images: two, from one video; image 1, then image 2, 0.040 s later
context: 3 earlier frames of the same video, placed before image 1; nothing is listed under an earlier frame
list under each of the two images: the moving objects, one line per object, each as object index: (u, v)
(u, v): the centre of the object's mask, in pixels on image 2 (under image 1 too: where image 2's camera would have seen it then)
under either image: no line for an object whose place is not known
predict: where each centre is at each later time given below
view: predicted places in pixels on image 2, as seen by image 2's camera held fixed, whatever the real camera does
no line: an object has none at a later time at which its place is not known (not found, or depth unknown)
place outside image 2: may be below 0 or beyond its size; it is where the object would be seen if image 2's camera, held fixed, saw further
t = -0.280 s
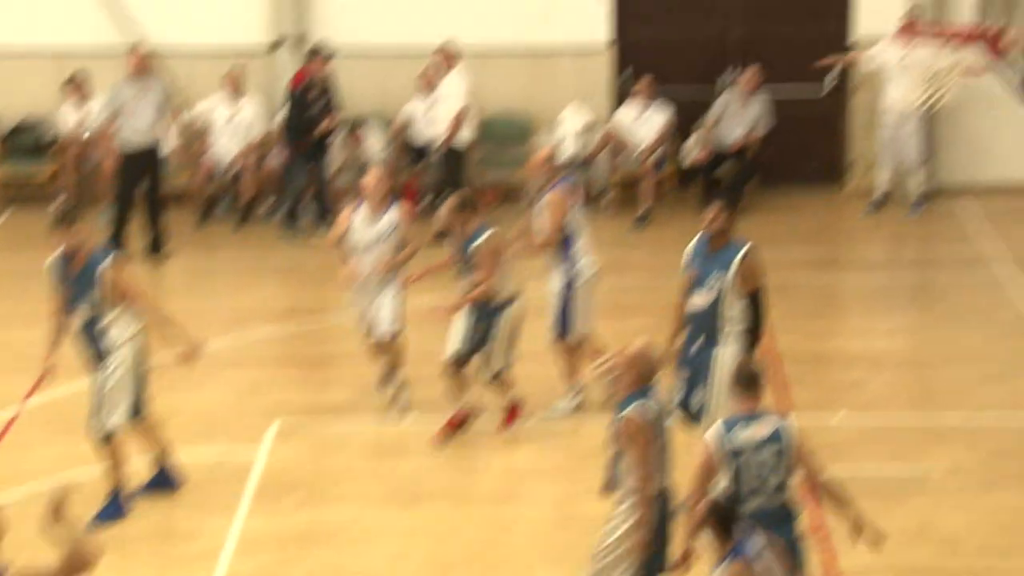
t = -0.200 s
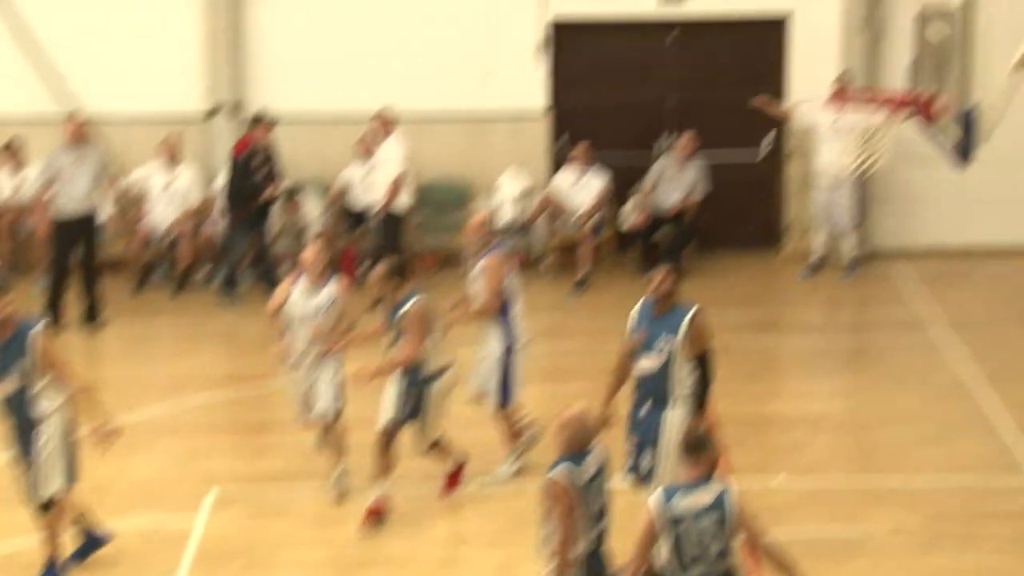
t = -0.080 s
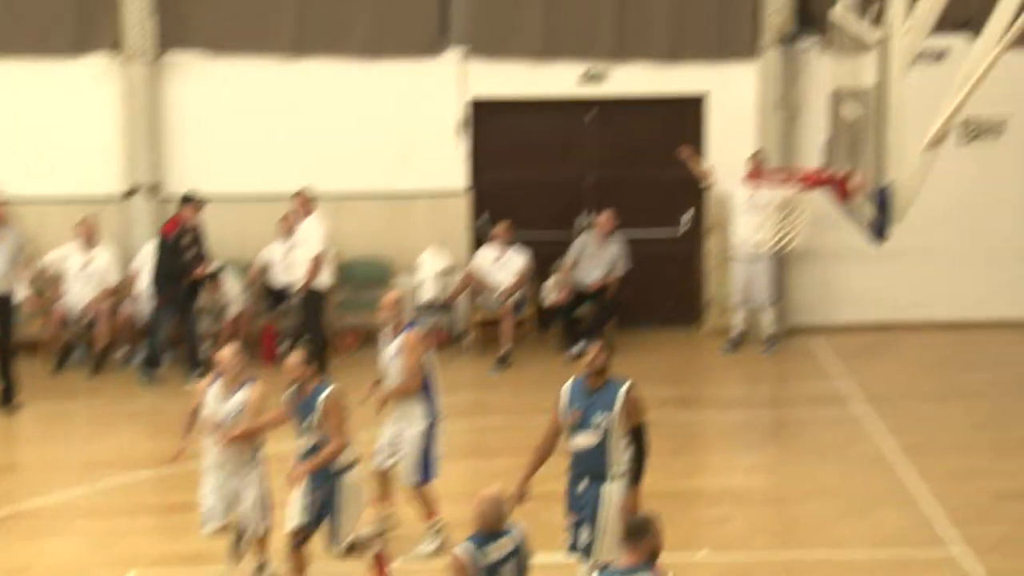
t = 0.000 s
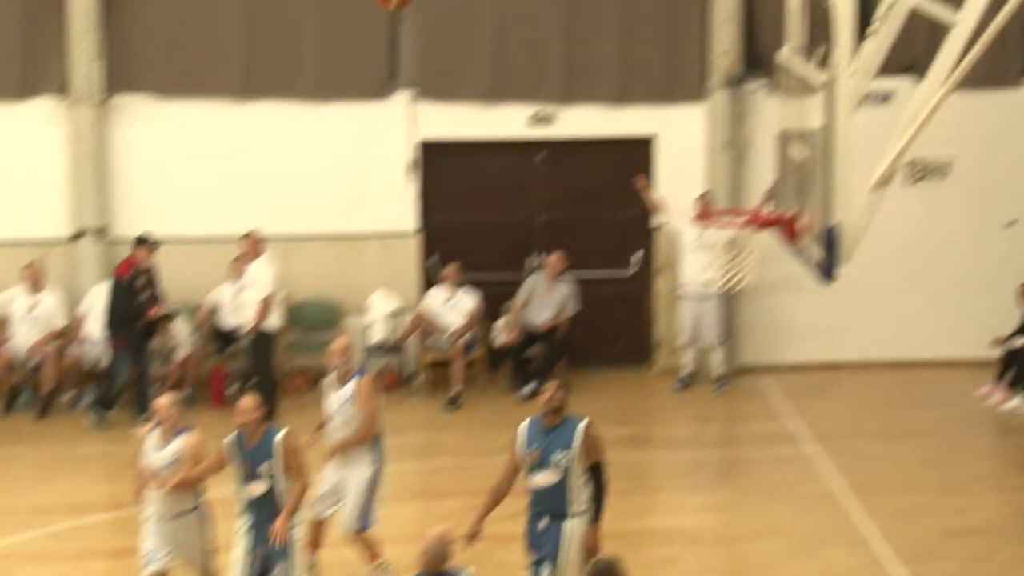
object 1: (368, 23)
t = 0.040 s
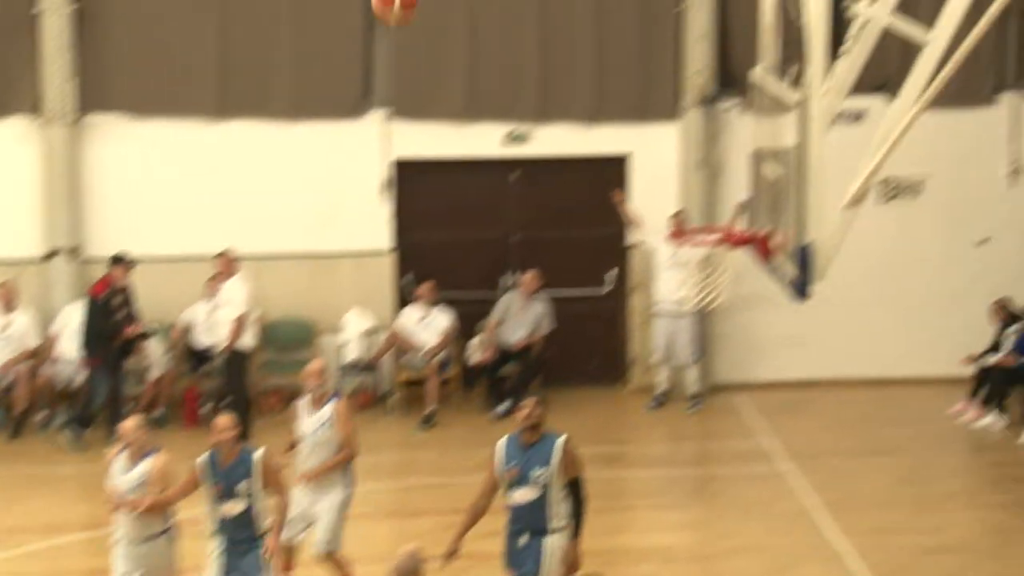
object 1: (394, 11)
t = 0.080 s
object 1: (419, 3)
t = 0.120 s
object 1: (442, 5)
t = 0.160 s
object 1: (465, 13)
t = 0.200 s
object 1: (487, 23)
